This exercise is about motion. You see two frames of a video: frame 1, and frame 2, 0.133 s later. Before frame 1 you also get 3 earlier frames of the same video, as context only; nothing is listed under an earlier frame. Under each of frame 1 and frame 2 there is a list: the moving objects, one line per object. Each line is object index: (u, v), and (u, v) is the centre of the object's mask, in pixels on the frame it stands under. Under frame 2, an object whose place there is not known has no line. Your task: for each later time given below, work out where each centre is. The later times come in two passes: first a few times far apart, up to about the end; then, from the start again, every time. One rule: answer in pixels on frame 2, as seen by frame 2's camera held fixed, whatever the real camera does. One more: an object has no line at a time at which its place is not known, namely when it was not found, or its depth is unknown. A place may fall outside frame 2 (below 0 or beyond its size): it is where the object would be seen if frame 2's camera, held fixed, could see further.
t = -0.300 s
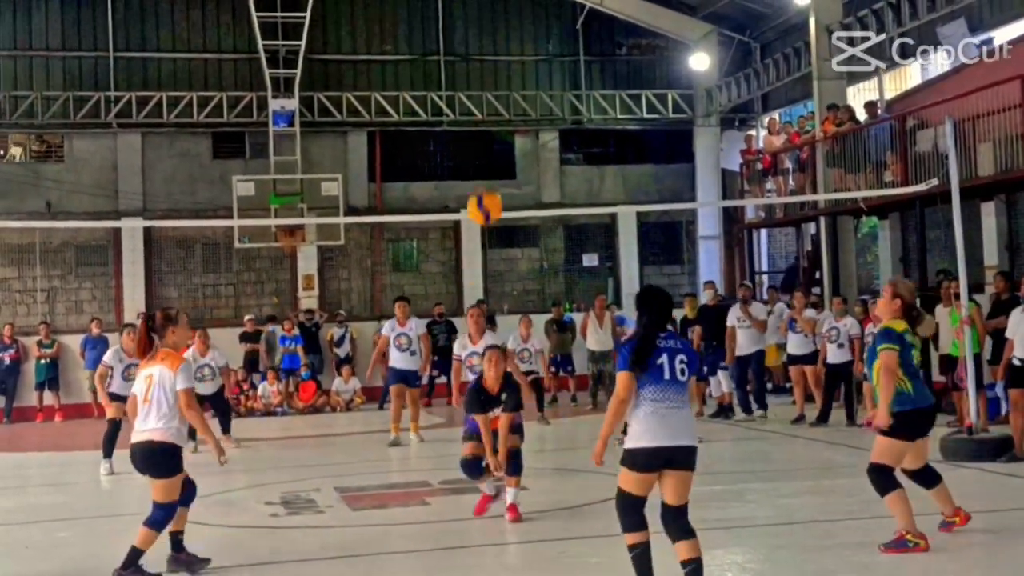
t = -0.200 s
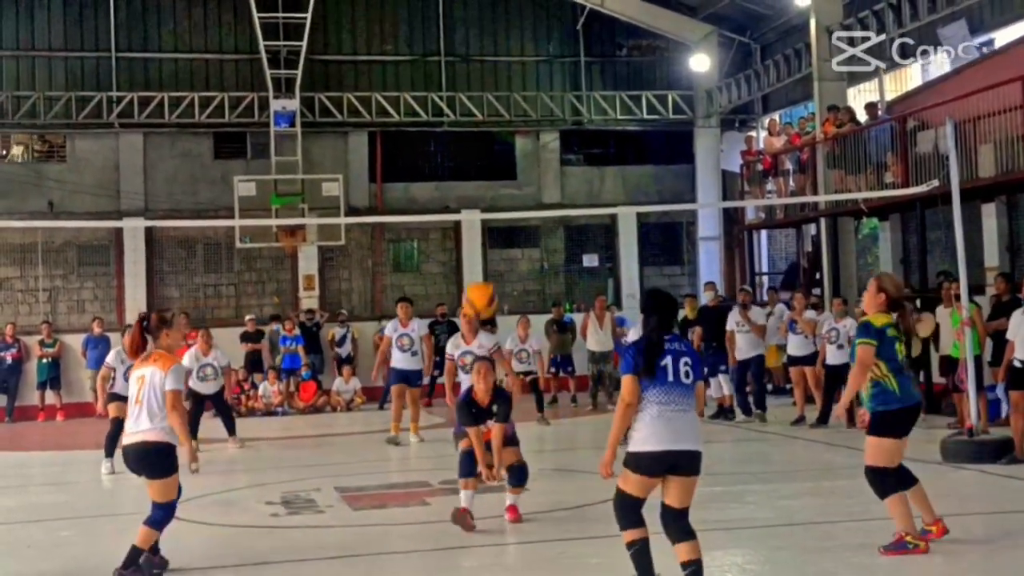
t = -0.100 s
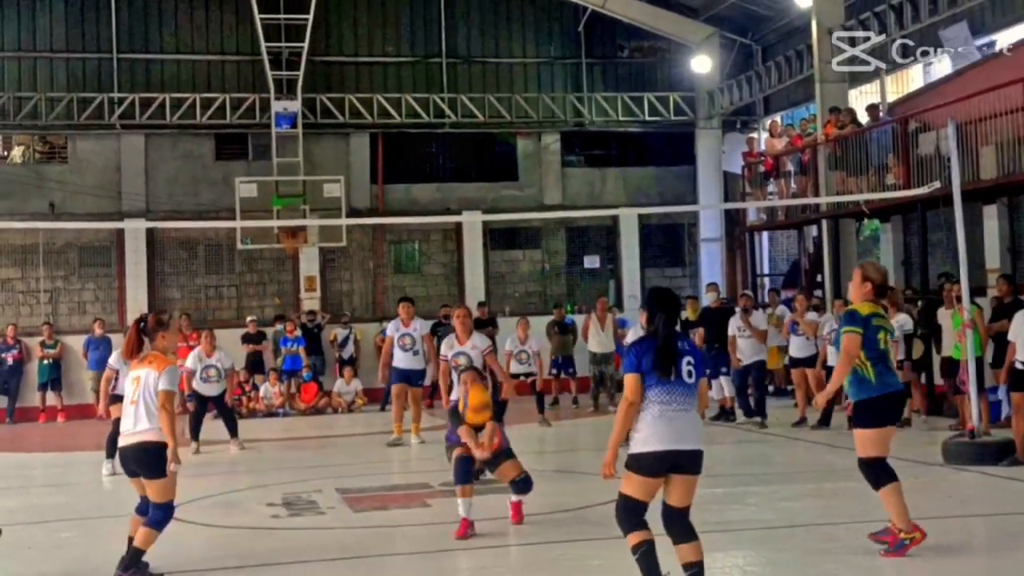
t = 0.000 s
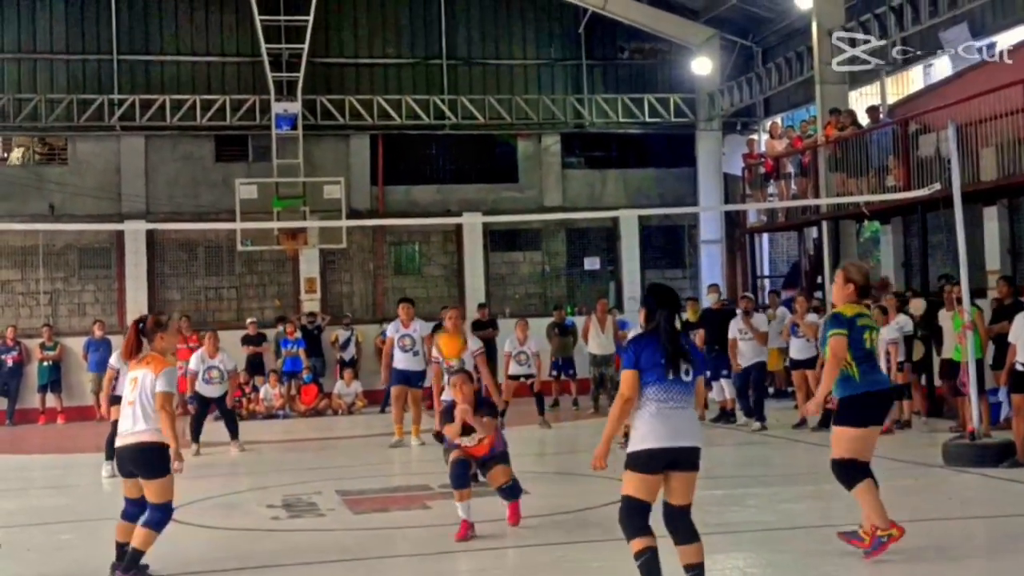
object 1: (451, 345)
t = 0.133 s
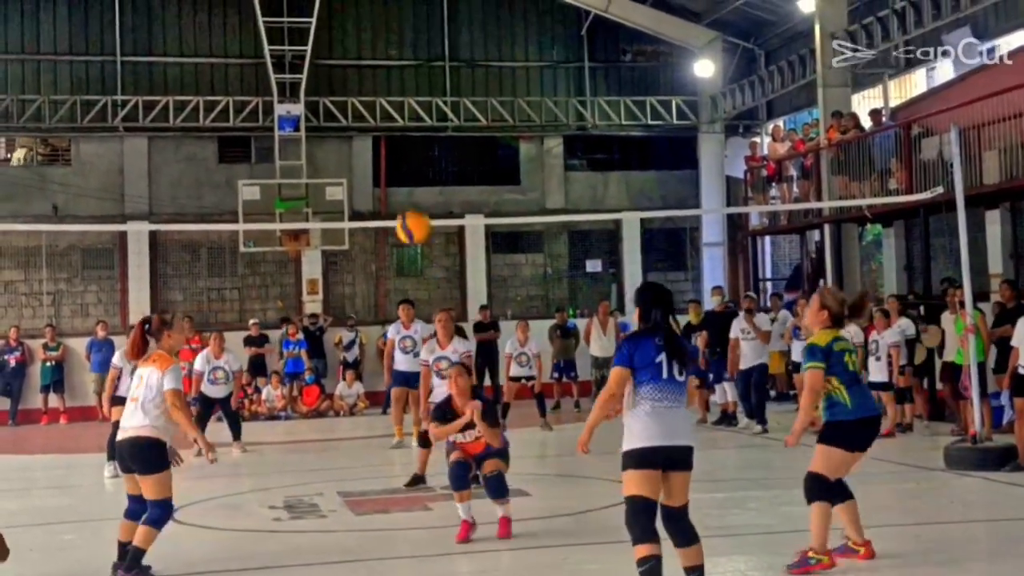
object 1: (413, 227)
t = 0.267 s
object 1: (376, 138)
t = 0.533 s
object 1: (307, 39)
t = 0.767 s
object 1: (247, 44)
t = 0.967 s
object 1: (198, 123)
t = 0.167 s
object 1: (404, 201)
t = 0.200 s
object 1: (395, 179)
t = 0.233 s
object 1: (385, 156)
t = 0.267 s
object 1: (376, 138)
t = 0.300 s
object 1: (368, 119)
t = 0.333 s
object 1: (359, 102)
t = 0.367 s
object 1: (350, 86)
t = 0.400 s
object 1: (341, 75)
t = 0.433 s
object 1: (332, 62)
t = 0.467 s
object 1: (324, 52)
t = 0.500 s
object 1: (315, 44)
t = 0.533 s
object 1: (307, 39)
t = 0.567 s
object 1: (298, 34)
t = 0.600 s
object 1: (290, 31)
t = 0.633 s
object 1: (280, 30)
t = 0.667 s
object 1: (272, 32)
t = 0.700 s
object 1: (264, 34)
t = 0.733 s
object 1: (255, 38)
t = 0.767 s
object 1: (247, 44)
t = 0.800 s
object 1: (239, 54)
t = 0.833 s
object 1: (231, 64)
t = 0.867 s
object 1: (223, 76)
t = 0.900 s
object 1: (214, 89)
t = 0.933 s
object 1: (207, 106)
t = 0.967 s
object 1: (198, 123)
